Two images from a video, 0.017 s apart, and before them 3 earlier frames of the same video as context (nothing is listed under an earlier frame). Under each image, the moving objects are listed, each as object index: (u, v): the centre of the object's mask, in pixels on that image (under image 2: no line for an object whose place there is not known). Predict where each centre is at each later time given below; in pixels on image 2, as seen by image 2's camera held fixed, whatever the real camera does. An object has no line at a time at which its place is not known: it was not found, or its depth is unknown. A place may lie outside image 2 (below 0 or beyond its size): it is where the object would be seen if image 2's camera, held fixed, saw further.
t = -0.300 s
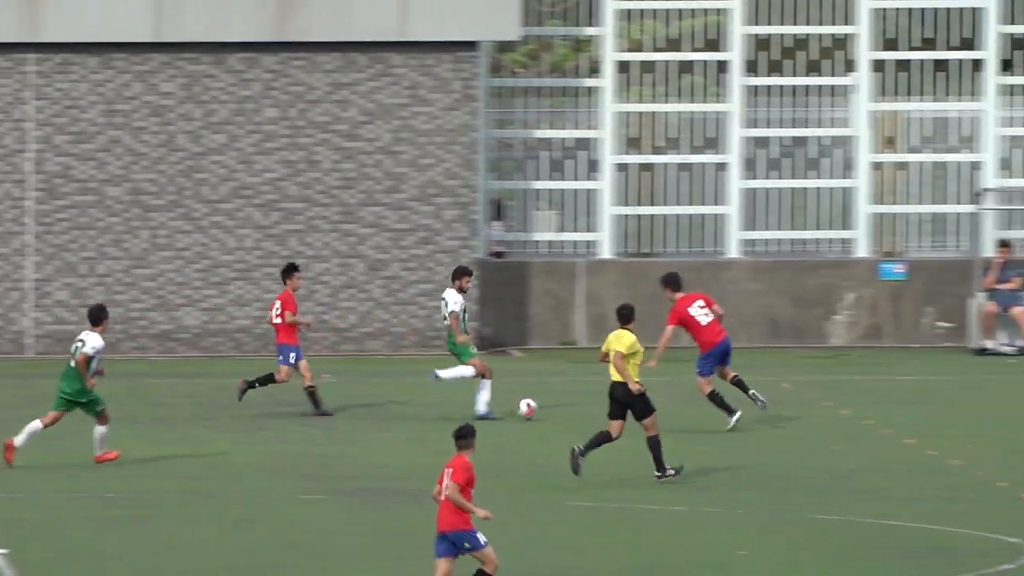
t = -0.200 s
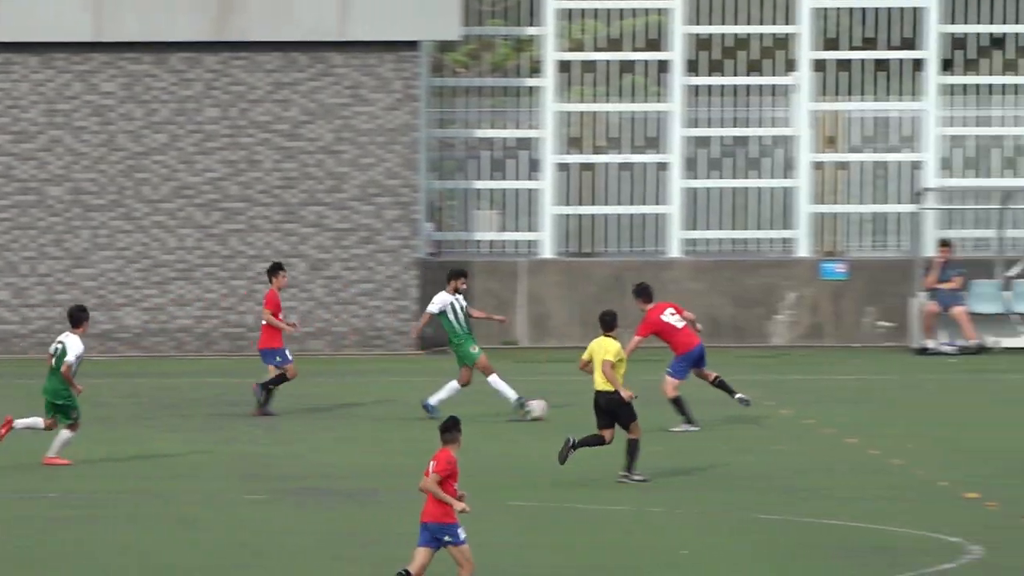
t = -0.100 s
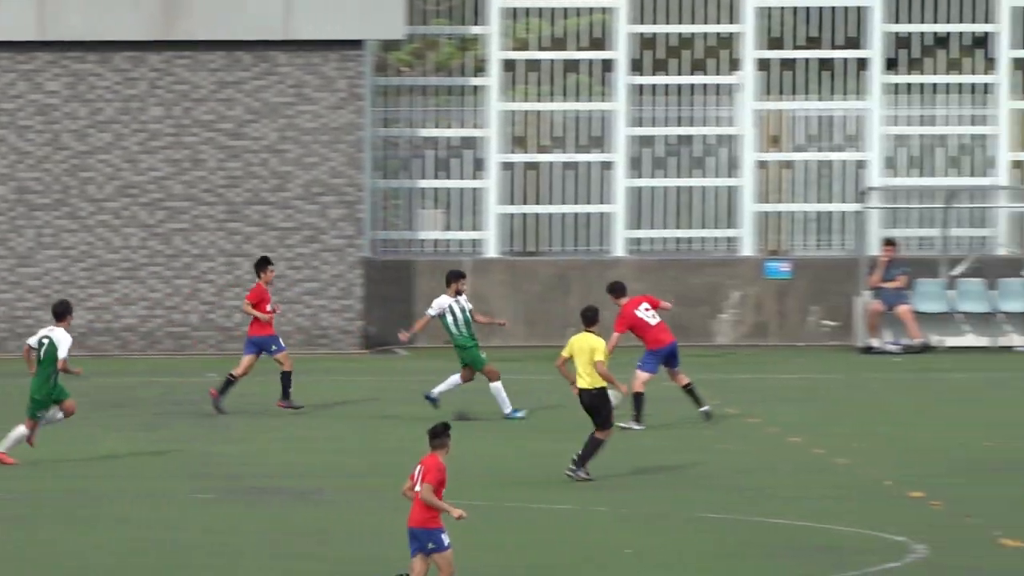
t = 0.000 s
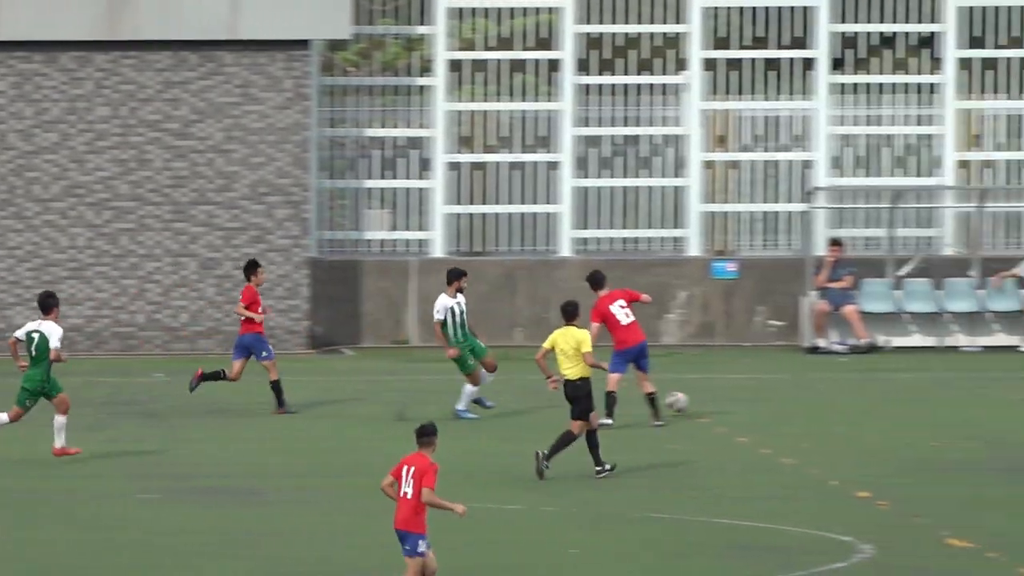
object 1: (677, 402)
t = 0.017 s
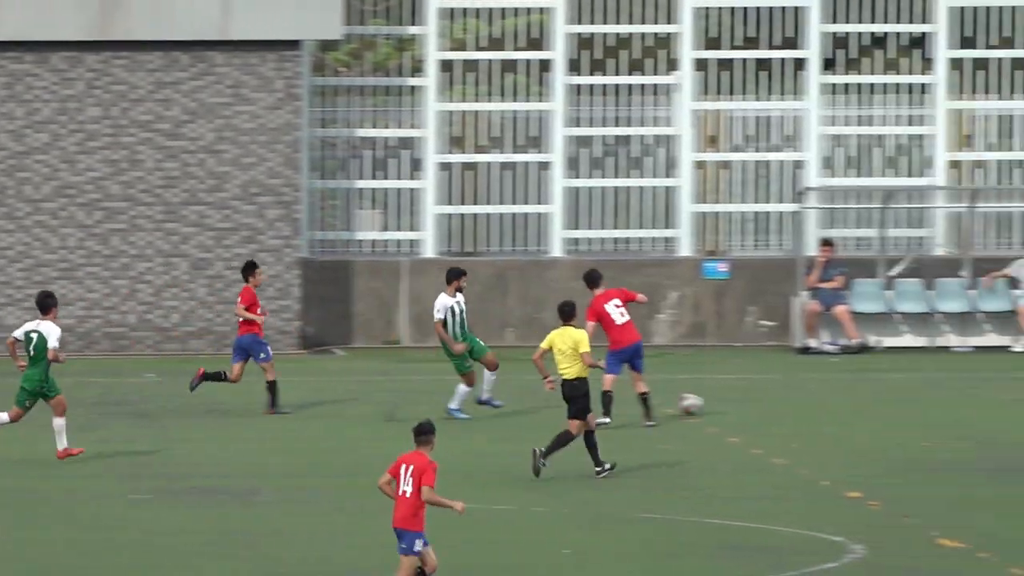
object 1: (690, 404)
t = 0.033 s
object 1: (710, 404)
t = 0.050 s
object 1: (727, 402)
